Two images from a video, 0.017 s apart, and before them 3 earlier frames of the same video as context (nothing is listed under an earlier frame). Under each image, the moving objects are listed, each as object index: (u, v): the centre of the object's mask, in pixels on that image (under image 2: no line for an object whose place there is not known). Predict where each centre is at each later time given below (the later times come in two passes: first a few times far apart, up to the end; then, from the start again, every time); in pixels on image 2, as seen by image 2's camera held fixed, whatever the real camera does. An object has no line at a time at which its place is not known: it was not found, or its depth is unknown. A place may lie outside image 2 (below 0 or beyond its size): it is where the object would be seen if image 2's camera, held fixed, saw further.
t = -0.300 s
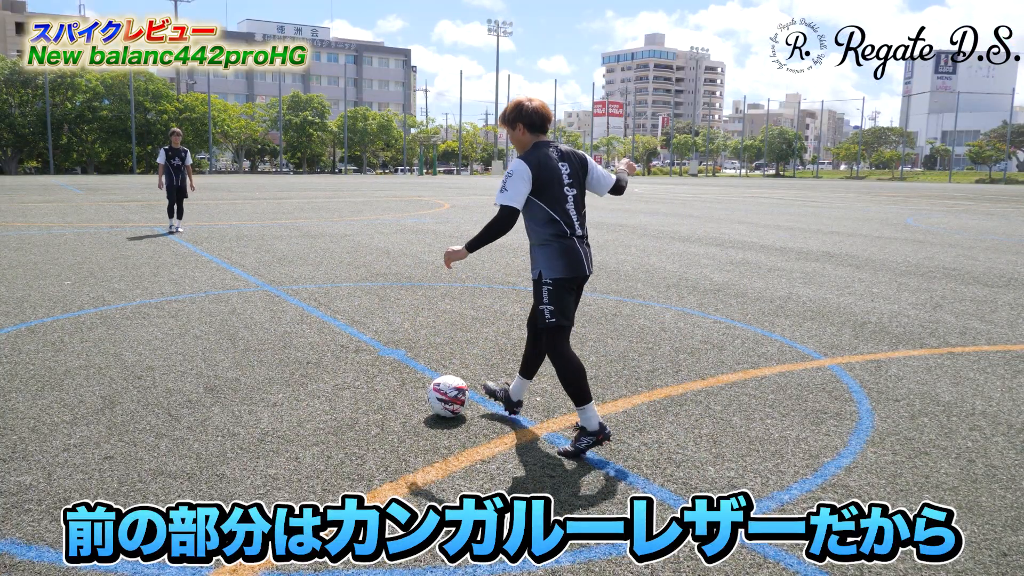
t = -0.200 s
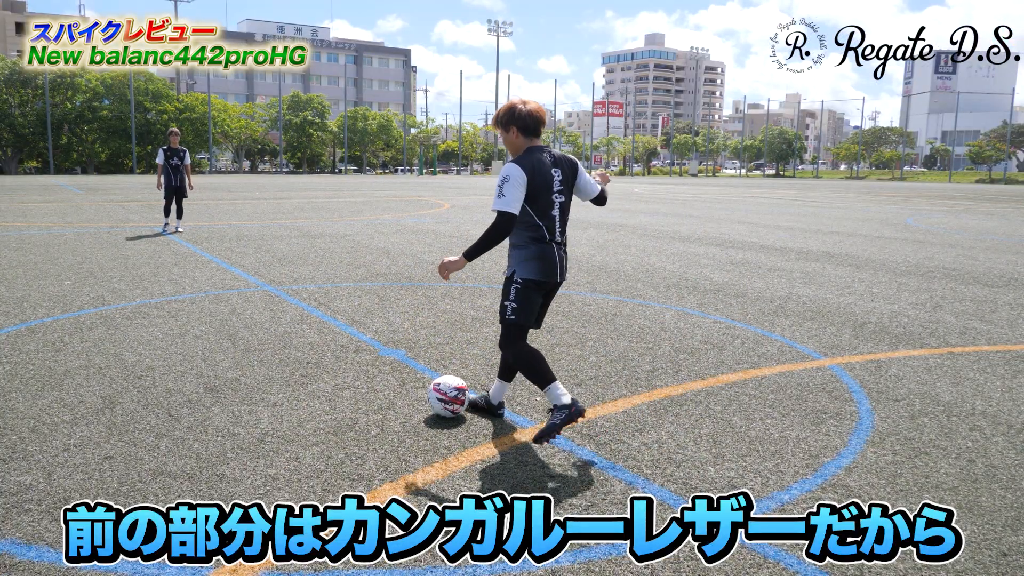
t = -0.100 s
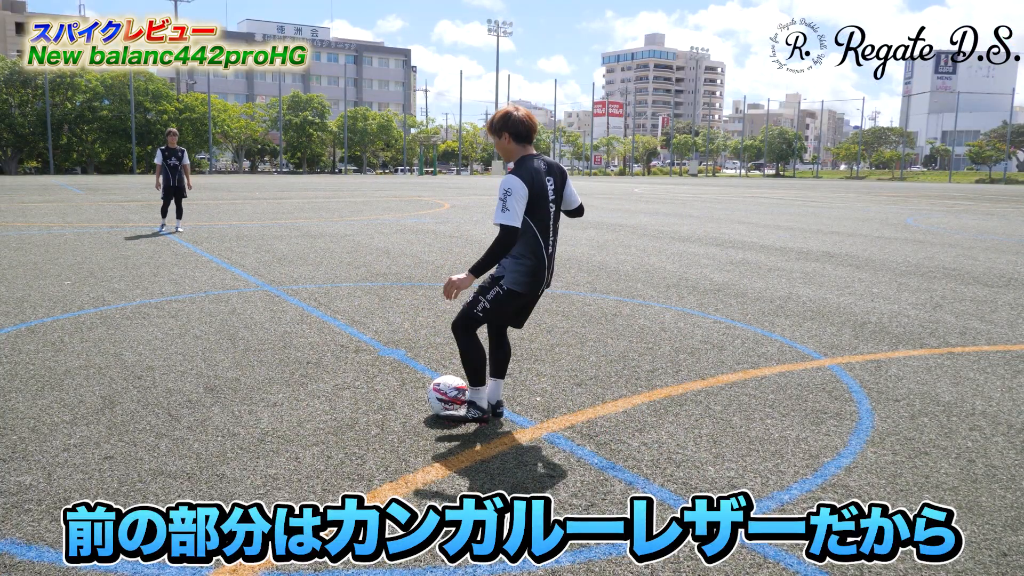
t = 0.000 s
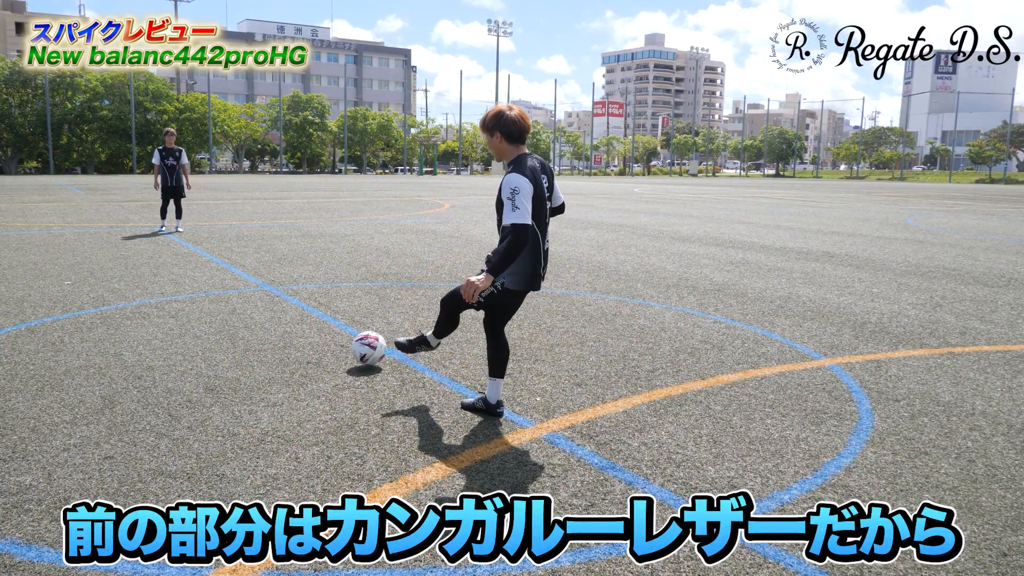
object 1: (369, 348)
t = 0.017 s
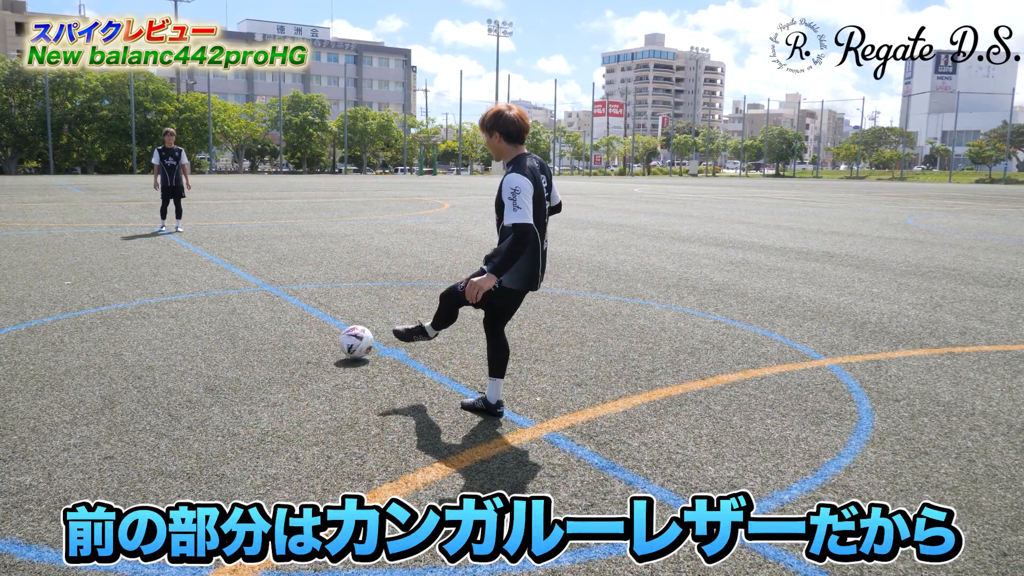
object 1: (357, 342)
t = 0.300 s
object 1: (235, 273)
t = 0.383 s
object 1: (217, 261)
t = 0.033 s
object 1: (345, 336)
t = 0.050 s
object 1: (334, 331)
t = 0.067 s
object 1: (324, 324)
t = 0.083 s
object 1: (315, 318)
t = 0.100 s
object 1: (307, 312)
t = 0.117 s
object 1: (299, 307)
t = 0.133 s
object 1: (292, 302)
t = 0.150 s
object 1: (285, 297)
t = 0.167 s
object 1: (278, 294)
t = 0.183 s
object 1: (271, 291)
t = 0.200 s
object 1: (266, 288)
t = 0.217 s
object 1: (259, 286)
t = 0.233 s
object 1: (254, 284)
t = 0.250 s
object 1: (249, 283)
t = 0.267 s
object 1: (243, 279)
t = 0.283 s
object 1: (240, 276)
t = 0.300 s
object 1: (235, 273)
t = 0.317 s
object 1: (231, 269)
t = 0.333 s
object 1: (227, 267)
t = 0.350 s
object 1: (224, 265)
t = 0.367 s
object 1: (220, 263)
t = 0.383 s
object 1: (217, 261)
